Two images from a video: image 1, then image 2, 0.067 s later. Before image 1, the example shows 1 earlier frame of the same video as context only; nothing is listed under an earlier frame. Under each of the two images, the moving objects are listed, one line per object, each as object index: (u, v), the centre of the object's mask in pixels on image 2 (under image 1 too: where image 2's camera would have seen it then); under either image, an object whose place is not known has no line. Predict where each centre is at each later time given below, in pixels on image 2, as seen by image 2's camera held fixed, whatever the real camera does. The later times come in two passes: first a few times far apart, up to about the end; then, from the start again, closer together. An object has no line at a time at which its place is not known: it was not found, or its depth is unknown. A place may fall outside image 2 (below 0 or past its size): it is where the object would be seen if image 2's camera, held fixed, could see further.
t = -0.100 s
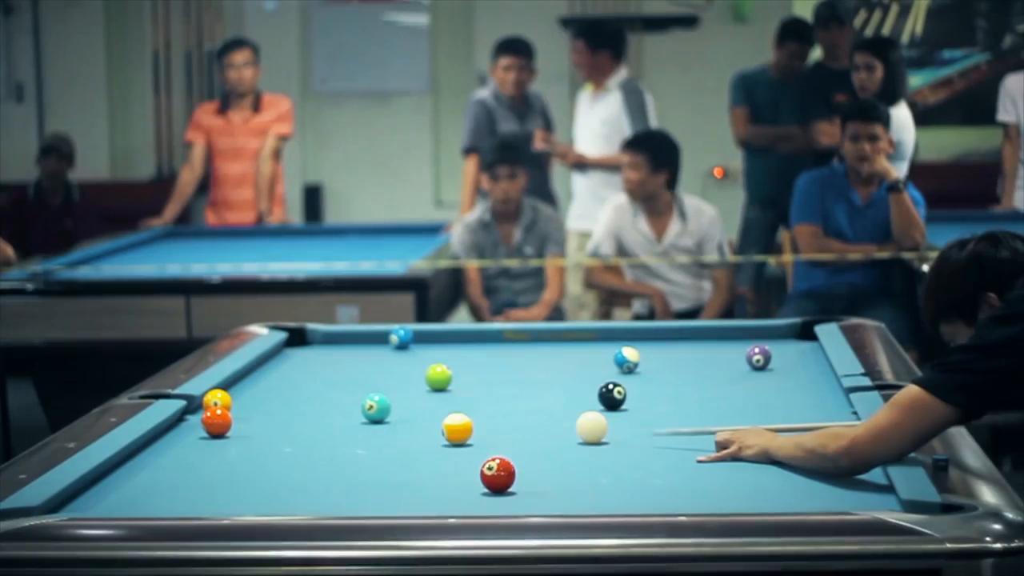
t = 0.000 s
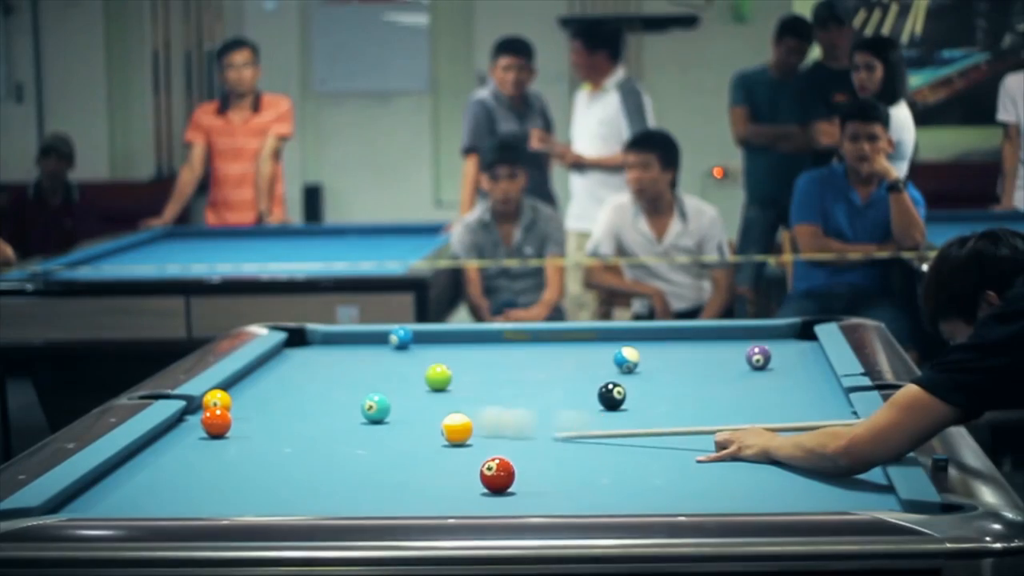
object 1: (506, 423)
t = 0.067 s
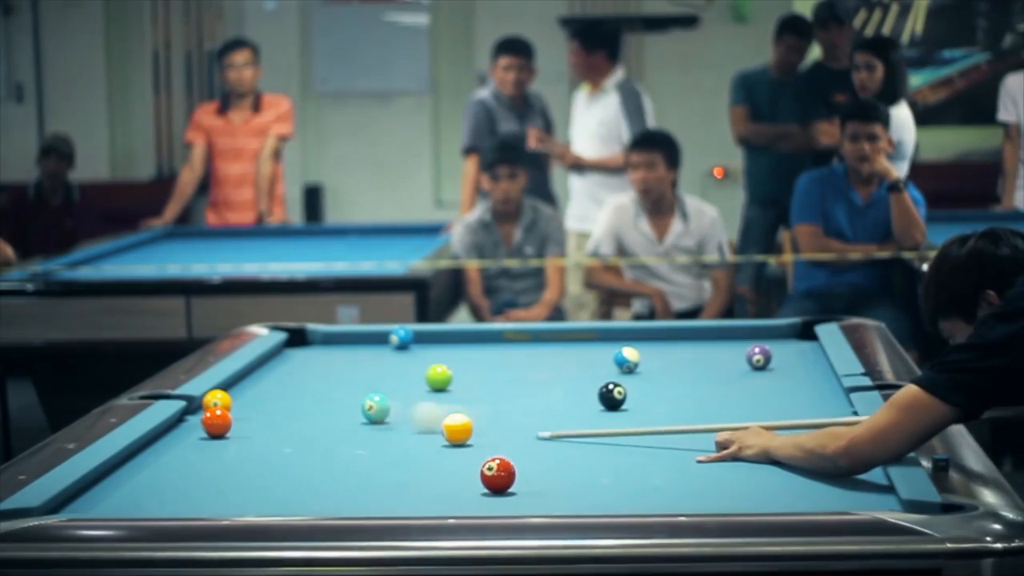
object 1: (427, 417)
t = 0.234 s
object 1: (248, 404)
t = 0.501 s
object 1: (274, 395)
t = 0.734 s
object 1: (297, 388)
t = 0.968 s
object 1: (319, 382)
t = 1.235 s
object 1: (341, 376)
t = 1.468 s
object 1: (360, 371)
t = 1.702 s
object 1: (377, 367)
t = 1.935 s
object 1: (392, 363)
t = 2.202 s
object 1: (409, 358)
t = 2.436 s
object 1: (421, 355)
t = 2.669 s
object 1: (433, 351)
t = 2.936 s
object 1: (444, 348)
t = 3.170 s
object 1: (454, 346)
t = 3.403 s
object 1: (463, 343)
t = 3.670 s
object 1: (472, 341)
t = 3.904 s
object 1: (478, 339)
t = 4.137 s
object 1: (484, 337)
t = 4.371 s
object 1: (489, 336)
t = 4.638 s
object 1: (494, 334)
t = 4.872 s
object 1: (495, 334)
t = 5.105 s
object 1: (495, 334)
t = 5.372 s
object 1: (494, 335)
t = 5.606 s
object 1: (494, 334)
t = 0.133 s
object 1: (338, 410)
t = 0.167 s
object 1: (307, 409)
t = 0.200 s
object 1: (254, 406)
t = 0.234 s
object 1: (248, 404)
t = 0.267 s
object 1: (249, 403)
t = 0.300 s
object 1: (252, 401)
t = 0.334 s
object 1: (255, 400)
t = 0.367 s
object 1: (259, 399)
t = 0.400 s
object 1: (263, 397)
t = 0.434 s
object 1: (265, 397)
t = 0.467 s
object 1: (270, 396)
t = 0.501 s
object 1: (274, 395)
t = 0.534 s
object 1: (276, 394)
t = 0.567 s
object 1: (281, 393)
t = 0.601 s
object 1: (284, 392)
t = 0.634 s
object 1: (286, 391)
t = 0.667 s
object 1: (291, 390)
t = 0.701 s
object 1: (294, 389)
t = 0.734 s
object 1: (297, 388)
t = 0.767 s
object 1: (300, 387)
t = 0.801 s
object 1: (304, 386)
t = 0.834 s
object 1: (306, 386)
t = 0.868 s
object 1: (310, 385)
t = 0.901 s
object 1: (313, 384)
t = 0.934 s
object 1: (315, 383)
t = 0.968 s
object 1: (319, 382)
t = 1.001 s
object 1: (322, 381)
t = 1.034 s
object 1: (324, 381)
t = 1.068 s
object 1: (328, 380)
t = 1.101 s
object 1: (331, 379)
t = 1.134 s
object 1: (333, 378)
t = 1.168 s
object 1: (336, 377)
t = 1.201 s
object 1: (339, 376)
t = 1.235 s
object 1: (341, 376)
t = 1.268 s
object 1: (345, 376)
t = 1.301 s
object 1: (348, 375)
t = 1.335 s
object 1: (349, 374)
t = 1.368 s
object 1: (353, 373)
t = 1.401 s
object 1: (355, 372)
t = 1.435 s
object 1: (357, 372)
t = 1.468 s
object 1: (360, 371)
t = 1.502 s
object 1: (363, 371)
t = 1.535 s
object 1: (365, 370)
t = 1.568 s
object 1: (368, 370)
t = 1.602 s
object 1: (370, 369)
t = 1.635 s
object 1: (372, 368)
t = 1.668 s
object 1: (375, 368)
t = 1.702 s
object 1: (377, 367)
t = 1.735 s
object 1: (379, 366)
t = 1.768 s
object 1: (382, 366)
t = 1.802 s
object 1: (384, 365)
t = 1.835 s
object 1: (386, 365)
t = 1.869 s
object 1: (388, 364)
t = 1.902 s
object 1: (390, 363)
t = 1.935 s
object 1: (392, 363)
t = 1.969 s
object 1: (395, 362)
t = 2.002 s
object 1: (397, 362)
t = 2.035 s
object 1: (398, 361)
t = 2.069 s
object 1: (401, 360)
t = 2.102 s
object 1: (403, 360)
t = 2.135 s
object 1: (404, 359)
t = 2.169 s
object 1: (407, 359)
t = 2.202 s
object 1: (409, 358)
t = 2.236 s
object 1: (410, 358)
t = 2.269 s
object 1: (412, 357)
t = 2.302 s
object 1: (414, 357)
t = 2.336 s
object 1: (415, 356)
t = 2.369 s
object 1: (418, 356)
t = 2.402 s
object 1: (420, 355)
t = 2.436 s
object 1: (421, 355)
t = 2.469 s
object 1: (423, 354)
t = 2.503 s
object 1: (424, 354)
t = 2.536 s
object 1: (425, 353)
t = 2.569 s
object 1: (428, 353)
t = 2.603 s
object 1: (429, 352)
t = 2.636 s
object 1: (430, 352)
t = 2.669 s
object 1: (433, 351)
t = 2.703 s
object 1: (434, 351)
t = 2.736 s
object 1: (436, 351)
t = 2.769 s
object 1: (437, 350)
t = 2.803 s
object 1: (439, 349)
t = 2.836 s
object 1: (440, 349)
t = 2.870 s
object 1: (442, 349)
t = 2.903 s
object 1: (443, 348)
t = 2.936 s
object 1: (444, 348)
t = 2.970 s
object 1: (446, 347)
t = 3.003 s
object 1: (447, 347)
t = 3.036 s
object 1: (448, 347)
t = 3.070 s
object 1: (450, 346)
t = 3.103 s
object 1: (452, 346)
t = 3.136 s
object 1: (453, 346)
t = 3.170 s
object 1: (454, 346)
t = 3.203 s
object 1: (455, 345)
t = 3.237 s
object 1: (456, 345)
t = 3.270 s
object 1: (458, 344)
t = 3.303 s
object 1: (459, 344)
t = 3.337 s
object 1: (460, 344)
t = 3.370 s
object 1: (461, 343)
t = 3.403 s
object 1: (463, 343)
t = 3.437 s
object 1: (464, 343)
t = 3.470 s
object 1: (465, 342)
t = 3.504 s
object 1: (466, 342)
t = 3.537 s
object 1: (467, 342)
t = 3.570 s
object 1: (468, 342)
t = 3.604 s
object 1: (470, 341)
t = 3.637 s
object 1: (470, 341)
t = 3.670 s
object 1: (472, 341)
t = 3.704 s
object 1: (473, 340)
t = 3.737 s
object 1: (474, 340)
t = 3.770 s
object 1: (475, 340)
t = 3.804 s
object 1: (475, 340)
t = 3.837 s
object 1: (476, 339)
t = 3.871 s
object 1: (477, 339)
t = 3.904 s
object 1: (478, 339)
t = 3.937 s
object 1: (479, 339)
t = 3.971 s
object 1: (480, 338)
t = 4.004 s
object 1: (481, 338)
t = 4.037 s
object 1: (481, 338)
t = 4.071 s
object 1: (482, 337)
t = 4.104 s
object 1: (483, 337)
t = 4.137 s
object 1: (484, 337)
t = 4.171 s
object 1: (485, 337)
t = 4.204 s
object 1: (485, 337)
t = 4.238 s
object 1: (486, 336)
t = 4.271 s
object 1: (487, 336)
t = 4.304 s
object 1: (488, 336)
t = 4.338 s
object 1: (488, 336)
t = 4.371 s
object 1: (489, 336)
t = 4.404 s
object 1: (490, 336)
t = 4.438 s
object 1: (490, 335)
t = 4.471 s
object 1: (491, 335)
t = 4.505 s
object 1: (491, 335)
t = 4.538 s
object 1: (492, 334)
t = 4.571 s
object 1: (493, 334)
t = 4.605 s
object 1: (493, 334)
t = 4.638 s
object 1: (494, 334)
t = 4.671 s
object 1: (494, 334)
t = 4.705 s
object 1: (494, 334)
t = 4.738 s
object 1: (495, 334)
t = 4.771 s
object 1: (495, 334)
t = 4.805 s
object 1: (495, 334)
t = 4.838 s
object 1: (495, 334)
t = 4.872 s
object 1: (495, 334)
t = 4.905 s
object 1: (495, 334)
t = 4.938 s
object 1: (495, 334)
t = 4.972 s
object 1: (495, 334)
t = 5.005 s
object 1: (495, 334)
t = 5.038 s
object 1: (495, 334)
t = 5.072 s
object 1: (495, 334)
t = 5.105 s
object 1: (495, 334)
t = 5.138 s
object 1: (495, 334)
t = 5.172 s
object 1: (495, 334)
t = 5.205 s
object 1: (495, 334)
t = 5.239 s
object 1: (495, 334)
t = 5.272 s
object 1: (495, 334)
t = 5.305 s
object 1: (495, 335)
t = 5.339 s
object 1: (494, 334)
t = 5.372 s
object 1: (494, 335)
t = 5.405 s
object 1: (494, 334)
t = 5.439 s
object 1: (494, 335)
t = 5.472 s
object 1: (494, 334)
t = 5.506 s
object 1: (494, 334)
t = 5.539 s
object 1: (494, 334)
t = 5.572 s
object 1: (494, 334)
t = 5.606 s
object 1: (494, 334)
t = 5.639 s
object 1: (494, 334)
